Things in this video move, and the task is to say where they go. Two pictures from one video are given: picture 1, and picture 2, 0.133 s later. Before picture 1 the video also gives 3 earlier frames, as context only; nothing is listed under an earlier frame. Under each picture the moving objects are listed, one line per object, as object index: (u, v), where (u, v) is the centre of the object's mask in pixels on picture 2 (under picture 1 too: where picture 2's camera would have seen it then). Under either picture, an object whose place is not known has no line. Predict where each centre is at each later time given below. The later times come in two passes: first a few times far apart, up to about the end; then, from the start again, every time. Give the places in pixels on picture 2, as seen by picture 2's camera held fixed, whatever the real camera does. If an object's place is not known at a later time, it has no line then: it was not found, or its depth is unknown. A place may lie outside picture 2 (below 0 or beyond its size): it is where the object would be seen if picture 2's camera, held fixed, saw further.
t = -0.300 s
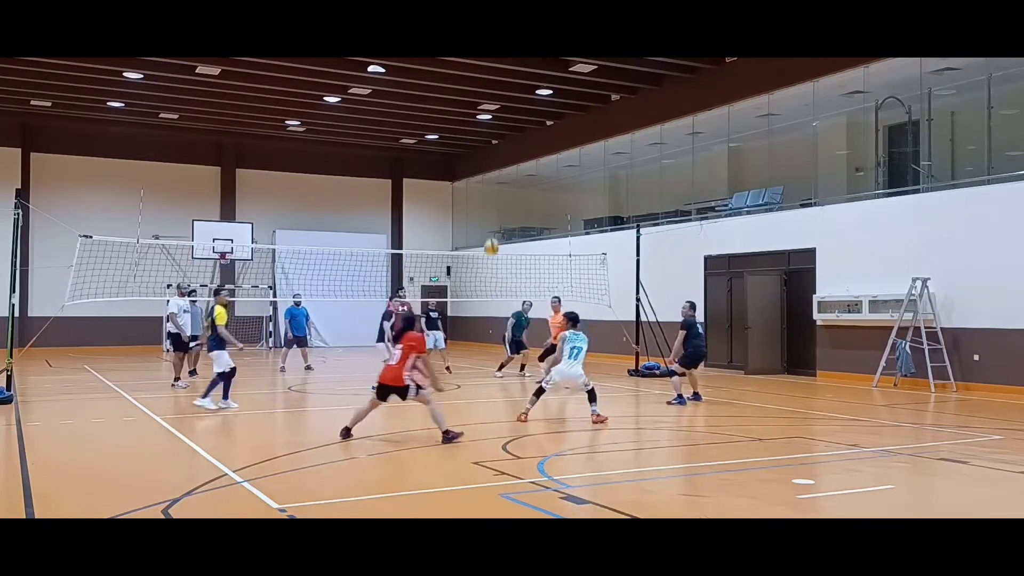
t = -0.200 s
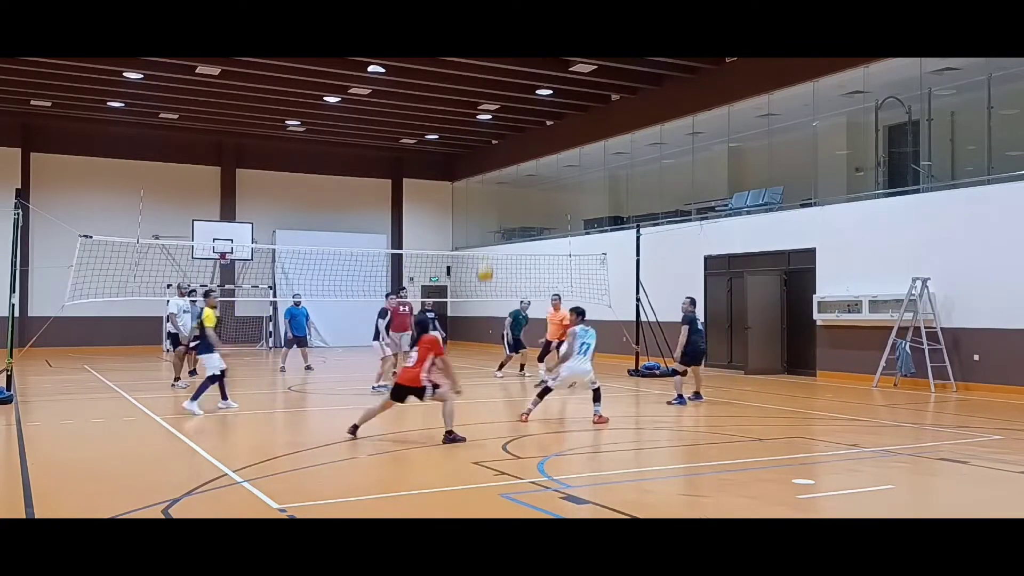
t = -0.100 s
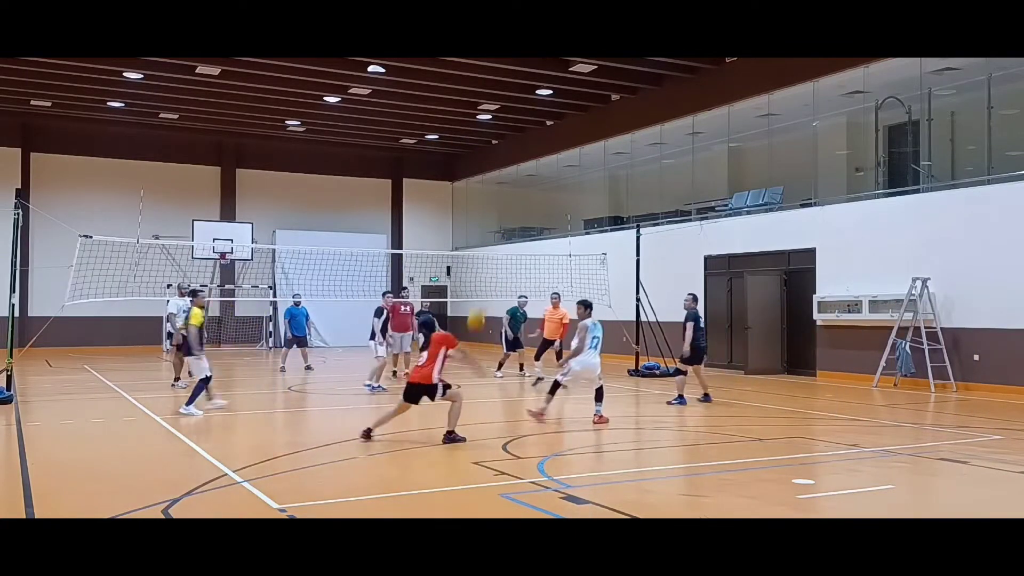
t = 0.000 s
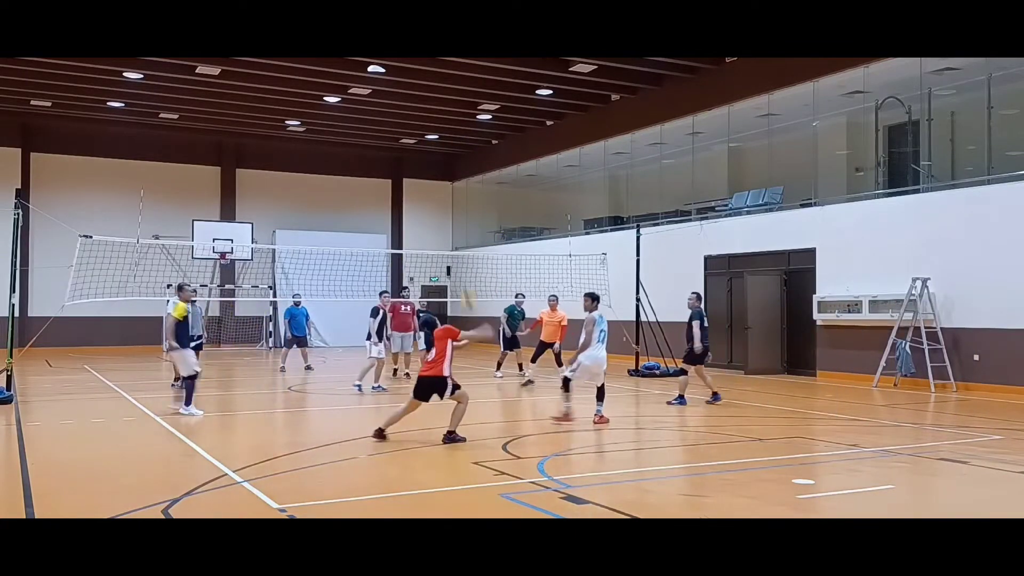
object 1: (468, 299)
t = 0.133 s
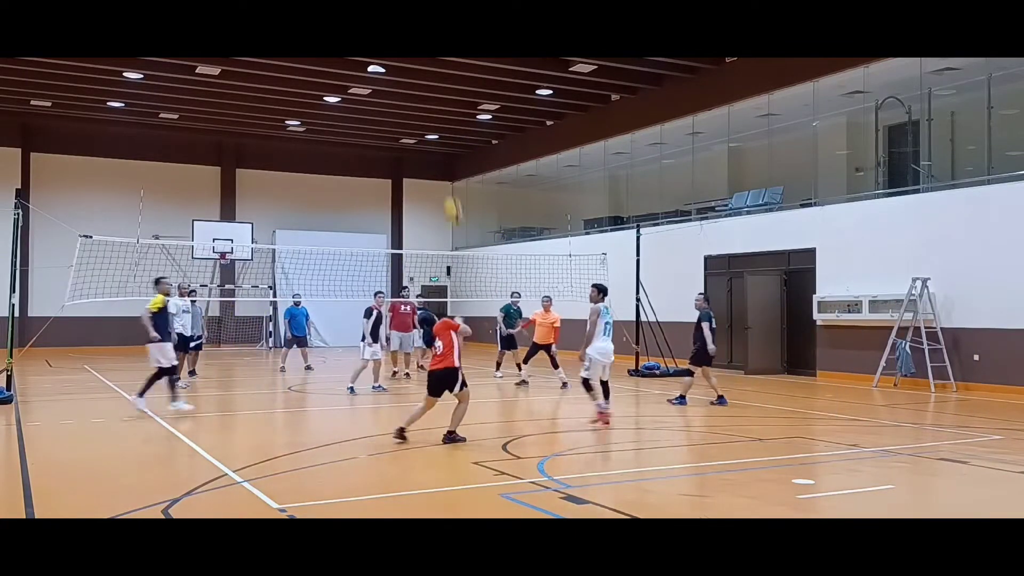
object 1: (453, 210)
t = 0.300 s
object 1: (437, 135)
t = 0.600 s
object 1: (409, 66)
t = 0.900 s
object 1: (385, 66)
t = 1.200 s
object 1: (363, 125)
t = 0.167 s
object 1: (451, 192)
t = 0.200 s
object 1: (447, 176)
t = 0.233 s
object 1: (444, 162)
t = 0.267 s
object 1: (441, 149)
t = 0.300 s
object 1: (437, 135)
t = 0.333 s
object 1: (434, 122)
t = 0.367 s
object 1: (430, 112)
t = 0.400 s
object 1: (427, 103)
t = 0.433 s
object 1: (425, 94)
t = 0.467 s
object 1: (421, 86)
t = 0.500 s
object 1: (418, 80)
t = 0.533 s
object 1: (415, 74)
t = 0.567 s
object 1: (412, 69)
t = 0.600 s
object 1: (409, 66)
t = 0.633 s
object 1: (407, 63)
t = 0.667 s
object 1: (404, 62)
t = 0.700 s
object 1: (401, 62)
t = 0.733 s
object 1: (398, 61)
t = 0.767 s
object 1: (395, 61)
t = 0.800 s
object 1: (392, 62)
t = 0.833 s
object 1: (389, 63)
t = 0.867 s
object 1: (387, 64)
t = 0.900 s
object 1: (385, 66)
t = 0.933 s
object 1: (382, 70)
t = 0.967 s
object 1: (379, 75)
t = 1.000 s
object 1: (377, 80)
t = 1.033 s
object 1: (375, 86)
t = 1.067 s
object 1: (372, 92)
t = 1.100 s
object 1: (370, 100)
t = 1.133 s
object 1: (367, 107)
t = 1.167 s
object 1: (365, 116)
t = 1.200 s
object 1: (363, 125)
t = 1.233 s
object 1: (361, 134)
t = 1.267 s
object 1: (359, 145)
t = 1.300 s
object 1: (357, 155)
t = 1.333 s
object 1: (355, 166)
